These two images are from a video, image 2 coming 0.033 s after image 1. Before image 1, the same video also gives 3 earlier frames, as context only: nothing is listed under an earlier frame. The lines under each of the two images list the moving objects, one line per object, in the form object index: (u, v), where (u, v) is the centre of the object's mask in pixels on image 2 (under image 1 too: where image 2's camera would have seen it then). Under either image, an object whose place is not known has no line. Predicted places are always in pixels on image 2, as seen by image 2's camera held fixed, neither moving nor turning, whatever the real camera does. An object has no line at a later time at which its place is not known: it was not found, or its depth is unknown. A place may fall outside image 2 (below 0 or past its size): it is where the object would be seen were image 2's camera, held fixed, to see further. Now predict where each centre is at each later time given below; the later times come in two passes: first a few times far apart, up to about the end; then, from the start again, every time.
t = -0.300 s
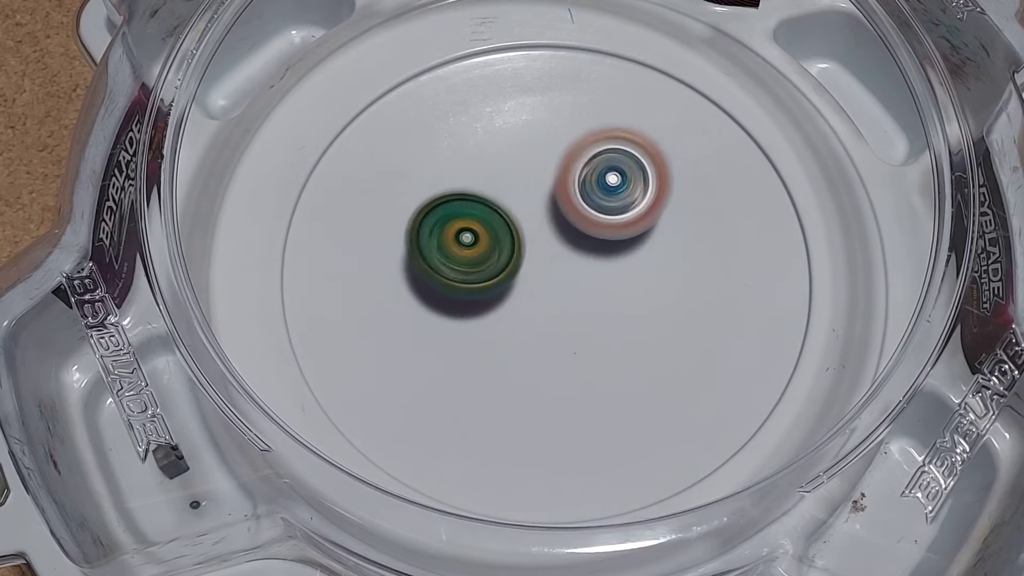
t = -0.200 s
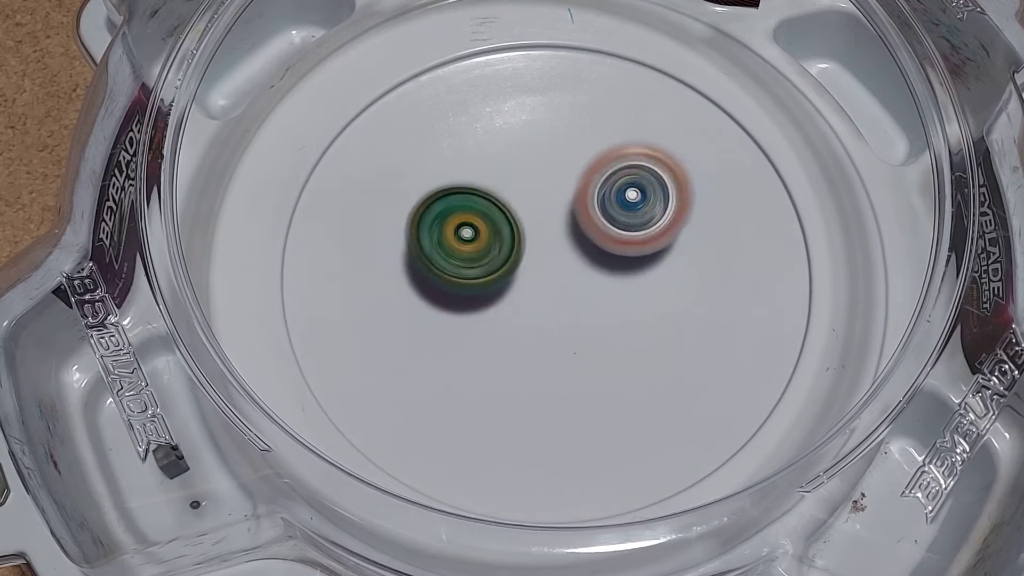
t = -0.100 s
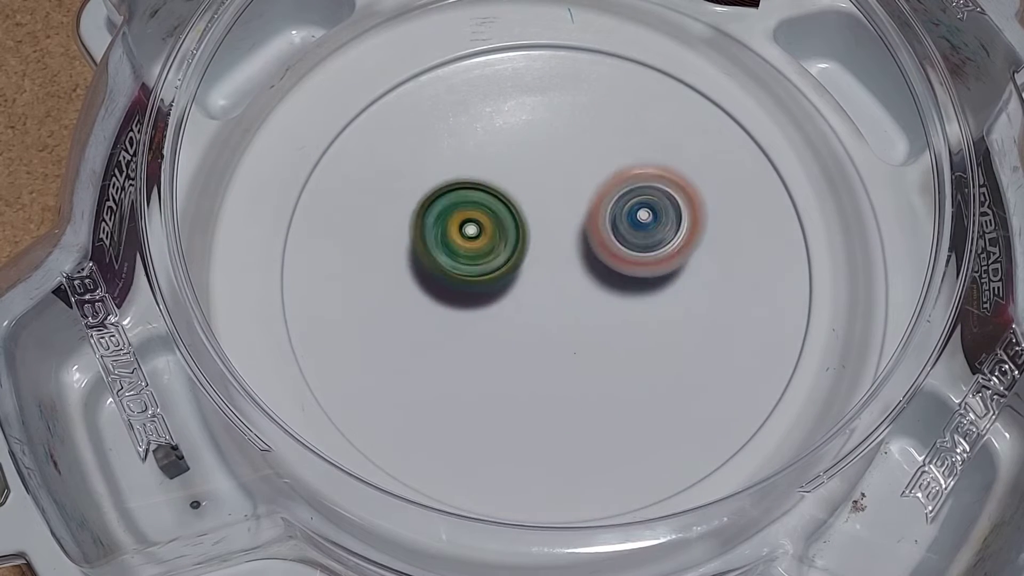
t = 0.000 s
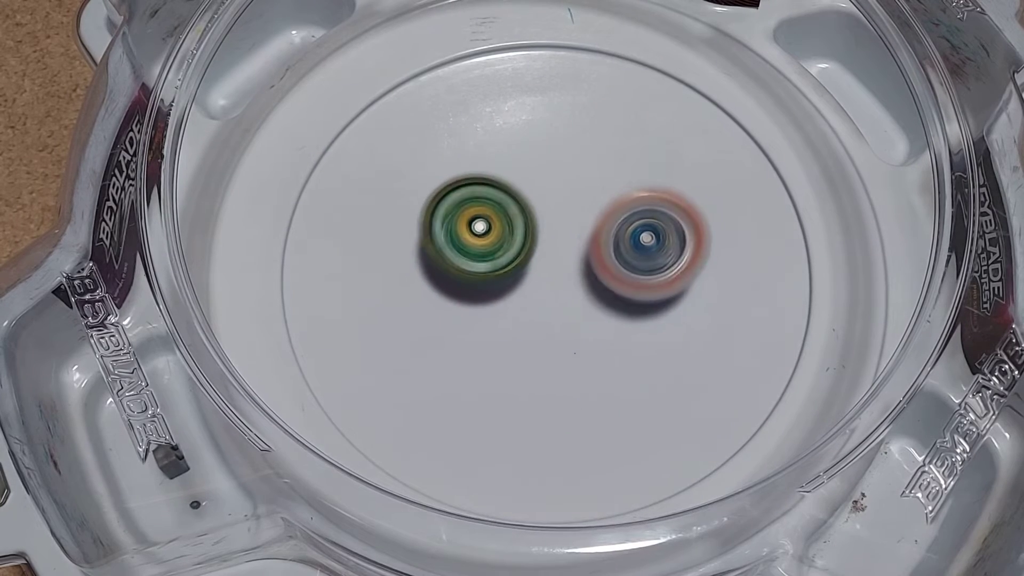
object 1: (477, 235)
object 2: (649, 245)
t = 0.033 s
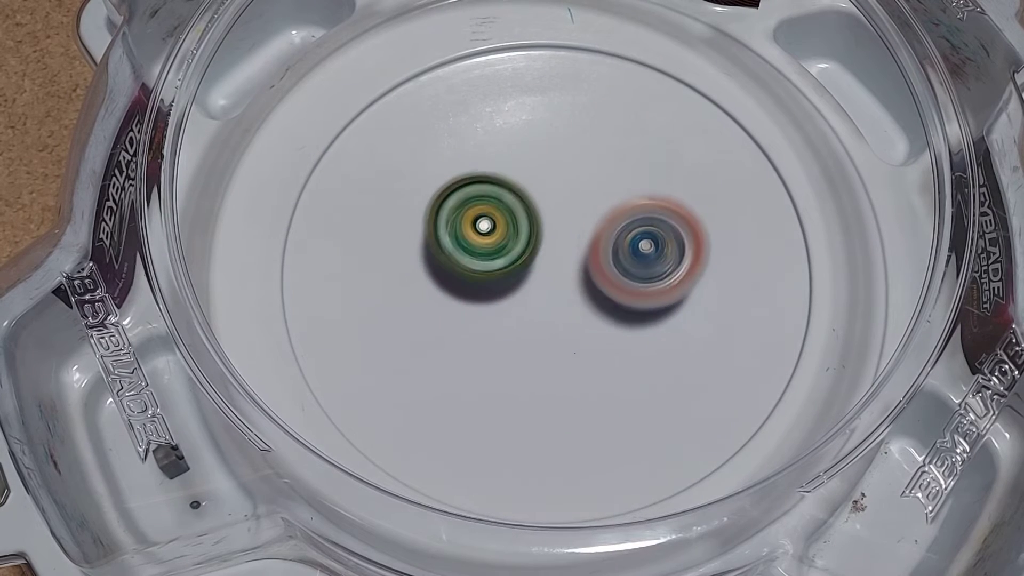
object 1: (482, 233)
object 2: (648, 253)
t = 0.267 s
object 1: (526, 226)
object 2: (613, 310)
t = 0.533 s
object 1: (559, 222)
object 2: (567, 374)
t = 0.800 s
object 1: (579, 246)
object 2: (499, 356)
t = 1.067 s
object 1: (585, 270)
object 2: (429, 293)
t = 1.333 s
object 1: (566, 281)
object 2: (409, 228)
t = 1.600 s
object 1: (535, 283)
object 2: (471, 183)
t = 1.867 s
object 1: (522, 279)
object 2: (548, 146)
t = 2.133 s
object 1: (517, 258)
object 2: (620, 183)
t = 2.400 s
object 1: (518, 241)
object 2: (649, 264)
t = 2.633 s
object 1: (519, 228)
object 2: (619, 332)
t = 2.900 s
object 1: (527, 229)
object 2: (528, 357)
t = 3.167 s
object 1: (552, 231)
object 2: (442, 317)
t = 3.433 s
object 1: (569, 247)
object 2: (433, 238)
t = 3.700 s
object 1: (578, 292)
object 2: (492, 174)
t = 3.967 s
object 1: (568, 318)
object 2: (578, 174)
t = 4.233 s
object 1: (519, 309)
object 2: (635, 236)
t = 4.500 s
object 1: (459, 276)
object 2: (626, 301)
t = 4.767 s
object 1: (467, 208)
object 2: (550, 359)
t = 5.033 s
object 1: (539, 158)
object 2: (506, 365)
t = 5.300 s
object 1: (620, 216)
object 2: (498, 291)
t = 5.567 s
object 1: (634, 328)
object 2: (535, 230)
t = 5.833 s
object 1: (542, 372)
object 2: (604, 224)
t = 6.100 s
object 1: (450, 296)
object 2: (623, 269)
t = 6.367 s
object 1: (467, 189)
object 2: (565, 298)
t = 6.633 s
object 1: (560, 167)
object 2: (499, 266)
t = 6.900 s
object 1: (622, 251)
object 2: (496, 209)
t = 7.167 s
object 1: (572, 347)
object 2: (546, 198)
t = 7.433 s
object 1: (472, 336)
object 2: (577, 244)
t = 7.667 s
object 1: (440, 252)
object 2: (570, 299)
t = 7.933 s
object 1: (508, 184)
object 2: (529, 311)
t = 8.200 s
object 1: (608, 219)
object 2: (503, 268)
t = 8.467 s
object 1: (609, 314)
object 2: (522, 227)
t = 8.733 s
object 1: (497, 325)
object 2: (570, 226)
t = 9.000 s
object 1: (463, 232)
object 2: (578, 260)
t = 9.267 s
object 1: (526, 175)
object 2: (524, 298)
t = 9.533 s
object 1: (615, 145)
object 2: (490, 298)
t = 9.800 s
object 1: (600, 251)
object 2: (503, 278)
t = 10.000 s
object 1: (638, 311)
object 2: (490, 280)
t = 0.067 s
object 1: (487, 232)
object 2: (645, 261)
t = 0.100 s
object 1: (492, 231)
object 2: (642, 270)
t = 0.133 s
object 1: (498, 230)
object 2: (637, 278)
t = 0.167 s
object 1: (504, 229)
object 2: (632, 286)
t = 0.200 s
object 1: (511, 227)
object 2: (627, 294)
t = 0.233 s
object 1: (519, 227)
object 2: (621, 302)
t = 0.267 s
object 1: (526, 226)
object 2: (613, 310)
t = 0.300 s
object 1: (532, 223)
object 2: (606, 320)
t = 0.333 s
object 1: (536, 219)
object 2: (603, 331)
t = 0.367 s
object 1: (539, 218)
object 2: (598, 342)
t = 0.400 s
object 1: (543, 217)
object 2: (594, 351)
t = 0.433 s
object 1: (547, 218)
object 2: (588, 358)
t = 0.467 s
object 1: (551, 219)
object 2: (582, 364)
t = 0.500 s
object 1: (555, 220)
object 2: (575, 370)
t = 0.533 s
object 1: (559, 222)
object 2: (567, 374)
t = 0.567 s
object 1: (563, 224)
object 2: (560, 377)
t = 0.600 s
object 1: (567, 225)
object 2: (551, 378)
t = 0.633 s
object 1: (570, 229)
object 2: (543, 378)
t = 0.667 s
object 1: (573, 232)
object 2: (534, 376)
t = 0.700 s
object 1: (575, 235)
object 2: (525, 373)
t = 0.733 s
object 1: (577, 238)
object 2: (516, 369)
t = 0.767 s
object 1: (579, 242)
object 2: (508, 362)
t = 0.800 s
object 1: (579, 246)
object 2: (499, 356)
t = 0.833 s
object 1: (580, 250)
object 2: (491, 348)
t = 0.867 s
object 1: (581, 255)
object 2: (484, 341)
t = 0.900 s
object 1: (580, 259)
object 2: (477, 333)
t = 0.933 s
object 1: (580, 263)
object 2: (470, 325)
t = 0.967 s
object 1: (584, 265)
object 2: (457, 316)
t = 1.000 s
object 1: (585, 267)
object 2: (445, 308)
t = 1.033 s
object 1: (585, 268)
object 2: (436, 301)
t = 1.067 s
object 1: (585, 270)
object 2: (429, 293)
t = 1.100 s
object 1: (584, 272)
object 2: (422, 285)
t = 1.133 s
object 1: (582, 274)
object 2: (416, 278)
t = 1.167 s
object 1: (580, 276)
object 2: (412, 269)
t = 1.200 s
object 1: (579, 278)
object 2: (408, 261)
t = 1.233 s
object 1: (576, 279)
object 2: (407, 253)
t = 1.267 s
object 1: (573, 280)
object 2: (406, 243)
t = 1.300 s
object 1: (570, 280)
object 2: (407, 235)
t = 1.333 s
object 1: (566, 281)
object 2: (409, 228)
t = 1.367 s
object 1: (562, 282)
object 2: (413, 220)
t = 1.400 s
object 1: (559, 283)
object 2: (418, 214)
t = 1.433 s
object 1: (555, 284)
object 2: (424, 207)
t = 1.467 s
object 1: (551, 284)
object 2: (432, 201)
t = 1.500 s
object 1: (547, 283)
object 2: (441, 196)
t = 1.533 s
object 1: (543, 283)
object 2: (451, 191)
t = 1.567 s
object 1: (539, 282)
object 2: (461, 187)
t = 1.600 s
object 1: (535, 283)
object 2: (471, 183)
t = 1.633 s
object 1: (534, 289)
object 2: (480, 173)
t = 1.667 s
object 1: (533, 290)
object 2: (489, 165)
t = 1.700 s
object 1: (531, 289)
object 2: (498, 159)
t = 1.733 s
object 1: (529, 288)
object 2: (507, 156)
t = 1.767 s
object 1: (527, 287)
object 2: (517, 152)
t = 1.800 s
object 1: (526, 285)
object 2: (528, 149)
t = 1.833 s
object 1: (524, 282)
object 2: (538, 147)
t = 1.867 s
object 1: (522, 279)
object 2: (548, 146)
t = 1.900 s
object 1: (520, 276)
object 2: (559, 146)
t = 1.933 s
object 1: (519, 274)
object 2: (569, 148)
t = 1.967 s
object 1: (519, 272)
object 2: (578, 151)
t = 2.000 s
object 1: (518, 269)
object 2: (586, 156)
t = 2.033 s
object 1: (517, 265)
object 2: (596, 162)
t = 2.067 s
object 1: (516, 262)
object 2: (605, 168)
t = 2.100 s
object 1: (516, 260)
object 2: (613, 175)
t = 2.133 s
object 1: (517, 258)
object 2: (620, 183)
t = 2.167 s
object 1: (518, 255)
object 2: (627, 191)
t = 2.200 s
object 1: (518, 254)
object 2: (631, 200)
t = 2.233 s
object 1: (519, 249)
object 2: (636, 210)
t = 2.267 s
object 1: (518, 250)
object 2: (641, 220)
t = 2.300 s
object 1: (519, 248)
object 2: (644, 231)
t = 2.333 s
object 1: (521, 244)
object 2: (646, 242)
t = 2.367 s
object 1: (521, 242)
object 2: (647, 253)
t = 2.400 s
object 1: (518, 241)
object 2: (649, 264)
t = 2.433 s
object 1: (518, 236)
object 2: (650, 273)
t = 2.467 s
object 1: (519, 234)
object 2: (648, 284)
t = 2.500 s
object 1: (519, 232)
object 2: (645, 295)
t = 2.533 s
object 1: (518, 230)
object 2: (640, 305)
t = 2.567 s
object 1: (518, 230)
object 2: (634, 315)
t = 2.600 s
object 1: (519, 229)
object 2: (626, 325)
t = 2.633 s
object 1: (519, 228)
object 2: (619, 332)
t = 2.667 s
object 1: (519, 227)
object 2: (610, 338)
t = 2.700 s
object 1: (519, 227)
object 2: (600, 344)
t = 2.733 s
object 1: (520, 227)
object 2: (588, 349)
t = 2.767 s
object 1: (522, 227)
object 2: (576, 354)
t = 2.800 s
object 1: (522, 226)
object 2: (564, 357)
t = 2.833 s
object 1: (523, 227)
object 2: (552, 358)
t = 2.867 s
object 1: (525, 228)
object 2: (541, 358)
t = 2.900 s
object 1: (527, 229)
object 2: (528, 357)
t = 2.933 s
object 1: (529, 228)
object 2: (515, 354)
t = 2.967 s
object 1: (530, 232)
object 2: (503, 350)
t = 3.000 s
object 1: (533, 234)
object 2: (492, 345)
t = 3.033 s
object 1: (536, 235)
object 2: (482, 340)
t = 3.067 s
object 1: (540, 231)
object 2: (468, 337)
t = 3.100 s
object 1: (546, 232)
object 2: (458, 332)
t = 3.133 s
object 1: (550, 232)
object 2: (449, 325)
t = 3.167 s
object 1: (552, 231)
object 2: (442, 317)
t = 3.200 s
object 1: (554, 233)
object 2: (436, 309)
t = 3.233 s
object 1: (558, 233)
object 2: (432, 299)
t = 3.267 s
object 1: (561, 236)
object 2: (428, 288)
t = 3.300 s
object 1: (562, 237)
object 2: (426, 279)
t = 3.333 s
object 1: (565, 238)
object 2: (425, 269)
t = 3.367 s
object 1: (567, 243)
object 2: (427, 259)
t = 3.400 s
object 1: (568, 245)
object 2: (429, 248)
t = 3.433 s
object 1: (569, 247)
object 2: (433, 238)
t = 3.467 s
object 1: (570, 249)
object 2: (437, 231)
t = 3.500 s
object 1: (571, 254)
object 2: (445, 221)
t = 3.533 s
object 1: (571, 256)
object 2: (452, 213)
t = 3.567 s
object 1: (570, 260)
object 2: (459, 205)
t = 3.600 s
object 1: (570, 264)
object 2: (468, 199)
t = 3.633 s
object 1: (573, 278)
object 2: (473, 190)
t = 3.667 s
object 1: (575, 287)
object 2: (483, 179)
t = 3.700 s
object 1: (578, 292)
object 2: (492, 174)
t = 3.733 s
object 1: (580, 294)
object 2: (502, 170)
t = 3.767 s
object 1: (579, 300)
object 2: (513, 168)
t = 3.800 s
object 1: (577, 306)
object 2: (525, 166)
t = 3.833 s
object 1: (577, 311)
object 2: (535, 165)
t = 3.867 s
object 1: (575, 314)
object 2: (545, 166)
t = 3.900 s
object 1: (571, 317)
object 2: (556, 168)
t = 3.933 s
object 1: (569, 321)
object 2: (567, 170)
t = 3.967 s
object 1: (568, 318)
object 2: (578, 174)
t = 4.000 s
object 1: (563, 319)
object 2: (586, 179)
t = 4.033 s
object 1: (560, 320)
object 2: (596, 186)
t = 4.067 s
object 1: (556, 319)
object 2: (605, 193)
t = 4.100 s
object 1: (551, 318)
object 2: (612, 200)
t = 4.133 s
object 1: (547, 316)
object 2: (617, 209)
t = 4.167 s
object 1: (542, 313)
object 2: (622, 219)
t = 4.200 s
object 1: (535, 310)
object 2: (627, 230)
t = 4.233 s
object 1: (519, 309)
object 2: (635, 236)
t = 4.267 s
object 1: (503, 307)
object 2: (645, 241)
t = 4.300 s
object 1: (491, 302)
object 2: (650, 249)
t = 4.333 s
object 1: (482, 300)
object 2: (651, 258)
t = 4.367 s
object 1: (476, 296)
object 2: (649, 267)
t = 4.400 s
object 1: (470, 291)
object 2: (645, 276)
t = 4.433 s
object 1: (465, 287)
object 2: (640, 286)
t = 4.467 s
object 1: (462, 281)
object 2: (635, 293)
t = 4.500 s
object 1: (459, 276)
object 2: (626, 301)
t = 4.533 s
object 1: (458, 271)
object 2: (616, 307)
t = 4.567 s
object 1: (457, 264)
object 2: (606, 313)
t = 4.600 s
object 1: (458, 259)
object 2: (595, 317)
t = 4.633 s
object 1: (461, 254)
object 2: (583, 320)
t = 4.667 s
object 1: (463, 247)
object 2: (571, 324)
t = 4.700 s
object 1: (468, 242)
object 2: (560, 323)
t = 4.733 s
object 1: (470, 228)
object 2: (551, 336)
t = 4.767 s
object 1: (467, 208)
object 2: (550, 359)
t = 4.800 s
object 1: (473, 188)
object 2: (553, 371)
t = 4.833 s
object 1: (478, 179)
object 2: (547, 380)
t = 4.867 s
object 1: (488, 170)
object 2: (540, 381)
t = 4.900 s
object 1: (495, 167)
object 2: (533, 380)
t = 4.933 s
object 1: (508, 158)
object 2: (526, 379)
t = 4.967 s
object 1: (516, 158)
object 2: (520, 376)
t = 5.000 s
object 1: (528, 158)
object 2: (512, 371)
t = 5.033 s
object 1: (539, 158)
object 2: (506, 365)
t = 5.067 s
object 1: (552, 161)
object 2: (503, 358)
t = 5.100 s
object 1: (564, 162)
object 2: (497, 350)
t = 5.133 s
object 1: (575, 168)
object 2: (494, 342)
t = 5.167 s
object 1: (585, 173)
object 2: (493, 332)
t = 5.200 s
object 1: (594, 184)
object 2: (492, 322)
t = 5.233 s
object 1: (604, 193)
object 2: (493, 312)
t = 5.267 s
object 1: (612, 205)
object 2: (495, 300)
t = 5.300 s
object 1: (620, 216)
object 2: (498, 291)
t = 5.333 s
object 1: (625, 229)
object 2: (503, 282)
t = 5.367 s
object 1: (630, 243)
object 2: (505, 273)
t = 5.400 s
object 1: (633, 256)
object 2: (509, 264)
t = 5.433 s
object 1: (639, 271)
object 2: (510, 255)
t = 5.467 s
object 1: (640, 287)
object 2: (514, 248)
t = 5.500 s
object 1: (640, 301)
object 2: (521, 241)
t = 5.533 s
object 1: (638, 314)
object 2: (528, 234)
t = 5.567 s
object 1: (634, 328)
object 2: (535, 230)
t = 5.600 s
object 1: (627, 339)
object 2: (545, 226)
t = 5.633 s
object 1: (619, 350)
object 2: (553, 222)
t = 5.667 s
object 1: (609, 358)
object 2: (562, 221)
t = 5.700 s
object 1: (598, 365)
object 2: (571, 218)
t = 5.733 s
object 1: (585, 369)
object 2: (579, 219)
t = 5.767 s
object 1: (571, 373)
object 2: (588, 220)
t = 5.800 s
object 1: (557, 373)
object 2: (596, 220)
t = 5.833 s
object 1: (542, 372)
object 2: (604, 224)
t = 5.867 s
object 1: (527, 368)
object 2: (611, 227)
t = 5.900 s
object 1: (513, 363)
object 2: (616, 232)
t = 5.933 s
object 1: (498, 354)
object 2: (621, 238)
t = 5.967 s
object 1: (486, 347)
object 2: (624, 242)
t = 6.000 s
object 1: (473, 334)
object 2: (626, 250)
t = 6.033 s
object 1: (464, 323)
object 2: (628, 256)
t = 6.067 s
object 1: (456, 309)
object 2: (625, 262)
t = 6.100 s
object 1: (450, 296)
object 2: (623, 269)
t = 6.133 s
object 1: (445, 281)
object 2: (620, 274)
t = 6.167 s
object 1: (443, 267)
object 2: (614, 281)
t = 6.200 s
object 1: (443, 249)
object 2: (609, 286)
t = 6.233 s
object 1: (445, 236)
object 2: (600, 291)
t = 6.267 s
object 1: (447, 221)
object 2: (591, 294)
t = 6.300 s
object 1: (453, 210)
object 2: (583, 296)
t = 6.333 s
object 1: (459, 197)
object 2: (573, 298)
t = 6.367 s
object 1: (467, 189)
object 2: (565, 298)
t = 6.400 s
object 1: (476, 179)
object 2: (554, 298)
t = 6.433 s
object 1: (487, 172)
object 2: (544, 297)
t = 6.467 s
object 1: (496, 169)
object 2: (536, 293)
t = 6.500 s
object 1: (509, 165)
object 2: (527, 290)
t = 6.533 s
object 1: (520, 165)
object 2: (520, 285)
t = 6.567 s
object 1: (534, 163)
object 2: (511, 279)
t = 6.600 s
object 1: (546, 166)
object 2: (504, 273)
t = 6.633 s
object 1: (560, 167)
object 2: (499, 266)
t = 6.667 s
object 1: (571, 175)
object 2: (495, 258)
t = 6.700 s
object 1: (582, 180)
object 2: (492, 252)
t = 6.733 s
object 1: (593, 190)
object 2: (489, 243)
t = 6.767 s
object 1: (601, 200)
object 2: (488, 236)
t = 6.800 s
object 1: (610, 212)
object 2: (488, 228)
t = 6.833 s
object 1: (615, 224)
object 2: (490, 222)
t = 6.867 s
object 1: (620, 237)
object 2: (493, 215)
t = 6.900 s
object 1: (622, 251)
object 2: (496, 209)
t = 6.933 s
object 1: (623, 265)
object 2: (501, 205)
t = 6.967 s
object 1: (621, 280)
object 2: (506, 199)
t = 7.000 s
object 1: (618, 293)
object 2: (511, 196)
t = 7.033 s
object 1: (611, 308)
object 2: (519, 193)
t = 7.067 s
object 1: (605, 318)
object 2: (525, 193)
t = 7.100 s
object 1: (595, 330)
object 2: (533, 193)
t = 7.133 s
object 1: (585, 339)
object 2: (539, 194)
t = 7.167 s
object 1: (572, 347)
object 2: (546, 198)
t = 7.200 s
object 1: (559, 352)
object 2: (553, 199)
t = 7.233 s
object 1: (546, 356)
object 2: (558, 206)
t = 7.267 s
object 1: (531, 358)
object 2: (564, 211)
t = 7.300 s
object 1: (518, 359)
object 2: (568, 217)
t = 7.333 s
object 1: (504, 355)
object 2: (573, 224)
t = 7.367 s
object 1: (493, 351)
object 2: (574, 230)
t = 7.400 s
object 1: (481, 344)
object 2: (576, 238)
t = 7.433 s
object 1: (472, 336)
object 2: (577, 244)
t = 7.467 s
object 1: (463, 327)
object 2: (576, 254)
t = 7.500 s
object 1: (458, 316)
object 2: (576, 262)
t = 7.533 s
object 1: (453, 302)
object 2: (571, 269)
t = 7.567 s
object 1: (448, 290)
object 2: (570, 277)
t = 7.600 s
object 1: (441, 278)
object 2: (574, 285)
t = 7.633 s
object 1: (438, 263)
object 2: (574, 294)
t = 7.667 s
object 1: (440, 252)
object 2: (570, 299)
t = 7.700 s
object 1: (441, 240)
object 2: (568, 303)
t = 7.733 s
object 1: (447, 226)
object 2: (564, 306)
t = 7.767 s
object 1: (453, 219)
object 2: (558, 312)
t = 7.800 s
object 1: (462, 207)
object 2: (553, 313)
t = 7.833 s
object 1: (472, 200)
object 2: (547, 315)
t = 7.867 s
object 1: (483, 193)
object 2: (542, 314)
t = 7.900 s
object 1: (496, 187)
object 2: (534, 314)
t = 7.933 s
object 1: (508, 184)
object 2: (529, 311)
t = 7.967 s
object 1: (523, 182)
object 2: (523, 308)
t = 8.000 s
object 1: (537, 182)
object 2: (519, 304)
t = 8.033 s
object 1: (551, 183)
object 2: (512, 299)
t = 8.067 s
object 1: (565, 188)
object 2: (510, 293)
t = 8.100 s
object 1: (577, 193)
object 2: (506, 286)
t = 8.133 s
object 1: (589, 200)
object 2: (504, 281)
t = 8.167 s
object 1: (599, 209)
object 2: (502, 274)
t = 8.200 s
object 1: (608, 219)
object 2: (503, 268)
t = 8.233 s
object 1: (615, 231)
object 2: (504, 261)
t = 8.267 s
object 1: (624, 242)
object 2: (501, 255)
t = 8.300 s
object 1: (630, 256)
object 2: (502, 246)
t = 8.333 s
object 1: (629, 269)
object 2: (507, 242)
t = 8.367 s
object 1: (628, 281)
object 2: (509, 237)
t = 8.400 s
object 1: (623, 293)
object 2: (512, 234)
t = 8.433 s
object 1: (617, 303)
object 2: (517, 229)
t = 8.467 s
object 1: (609, 314)
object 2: (522, 227)
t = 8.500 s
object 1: (599, 318)
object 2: (528, 224)
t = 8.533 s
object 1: (586, 326)
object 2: (534, 224)
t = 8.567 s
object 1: (572, 328)
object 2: (540, 223)
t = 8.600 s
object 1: (557, 335)
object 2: (547, 221)
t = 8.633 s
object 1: (539, 338)
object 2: (555, 220)
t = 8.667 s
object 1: (523, 336)
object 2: (562, 223)
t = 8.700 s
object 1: (511, 332)
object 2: (565, 224)
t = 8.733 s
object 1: (497, 325)
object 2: (570, 226)
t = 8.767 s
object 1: (486, 318)
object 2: (574, 227)
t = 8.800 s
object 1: (477, 309)
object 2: (578, 232)
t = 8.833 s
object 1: (468, 297)
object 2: (580, 235)
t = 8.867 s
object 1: (465, 286)
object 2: (582, 241)
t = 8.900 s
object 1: (460, 272)
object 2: (583, 244)
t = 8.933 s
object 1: (460, 256)
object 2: (582, 251)
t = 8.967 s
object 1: (462, 246)
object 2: (580, 255)
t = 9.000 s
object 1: (463, 232)
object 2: (578, 260)
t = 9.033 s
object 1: (467, 221)
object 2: (575, 264)
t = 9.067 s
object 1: (472, 214)
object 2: (570, 270)
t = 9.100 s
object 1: (477, 204)
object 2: (564, 272)
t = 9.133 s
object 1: (483, 196)
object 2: (558, 276)
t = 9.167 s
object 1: (491, 190)
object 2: (551, 277)
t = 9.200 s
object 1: (497, 188)
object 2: (545, 279)
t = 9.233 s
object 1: (507, 185)
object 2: (535, 284)
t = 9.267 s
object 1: (526, 175)
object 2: (524, 298)
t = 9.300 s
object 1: (543, 164)
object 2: (514, 306)
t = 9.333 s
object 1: (564, 152)
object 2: (508, 308)
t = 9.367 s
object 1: (579, 141)
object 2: (501, 308)
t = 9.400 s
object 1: (601, 130)
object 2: (498, 306)
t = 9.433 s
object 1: (612, 129)
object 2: (495, 304)
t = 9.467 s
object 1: (616, 133)
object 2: (493, 303)
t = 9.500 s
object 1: (619, 138)
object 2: (492, 302)
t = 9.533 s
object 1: (615, 145)
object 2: (490, 298)
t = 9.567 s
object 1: (612, 153)
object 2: (492, 294)
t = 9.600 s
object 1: (608, 162)
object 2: (494, 288)
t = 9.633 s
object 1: (604, 173)
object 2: (498, 285)
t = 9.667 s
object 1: (600, 186)
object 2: (500, 285)
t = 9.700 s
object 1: (597, 199)
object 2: (502, 284)
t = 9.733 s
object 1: (596, 213)
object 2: (507, 284)
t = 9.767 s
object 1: (594, 229)
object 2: (506, 283)
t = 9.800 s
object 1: (600, 251)
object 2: (503, 278)
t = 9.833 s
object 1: (606, 270)
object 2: (494, 276)
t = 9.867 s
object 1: (617, 284)
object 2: (489, 270)
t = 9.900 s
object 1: (625, 296)
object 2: (488, 271)
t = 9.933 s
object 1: (631, 305)
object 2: (489, 271)
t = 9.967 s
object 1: (635, 311)
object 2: (491, 274)
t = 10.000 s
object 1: (638, 311)
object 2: (490, 280)
